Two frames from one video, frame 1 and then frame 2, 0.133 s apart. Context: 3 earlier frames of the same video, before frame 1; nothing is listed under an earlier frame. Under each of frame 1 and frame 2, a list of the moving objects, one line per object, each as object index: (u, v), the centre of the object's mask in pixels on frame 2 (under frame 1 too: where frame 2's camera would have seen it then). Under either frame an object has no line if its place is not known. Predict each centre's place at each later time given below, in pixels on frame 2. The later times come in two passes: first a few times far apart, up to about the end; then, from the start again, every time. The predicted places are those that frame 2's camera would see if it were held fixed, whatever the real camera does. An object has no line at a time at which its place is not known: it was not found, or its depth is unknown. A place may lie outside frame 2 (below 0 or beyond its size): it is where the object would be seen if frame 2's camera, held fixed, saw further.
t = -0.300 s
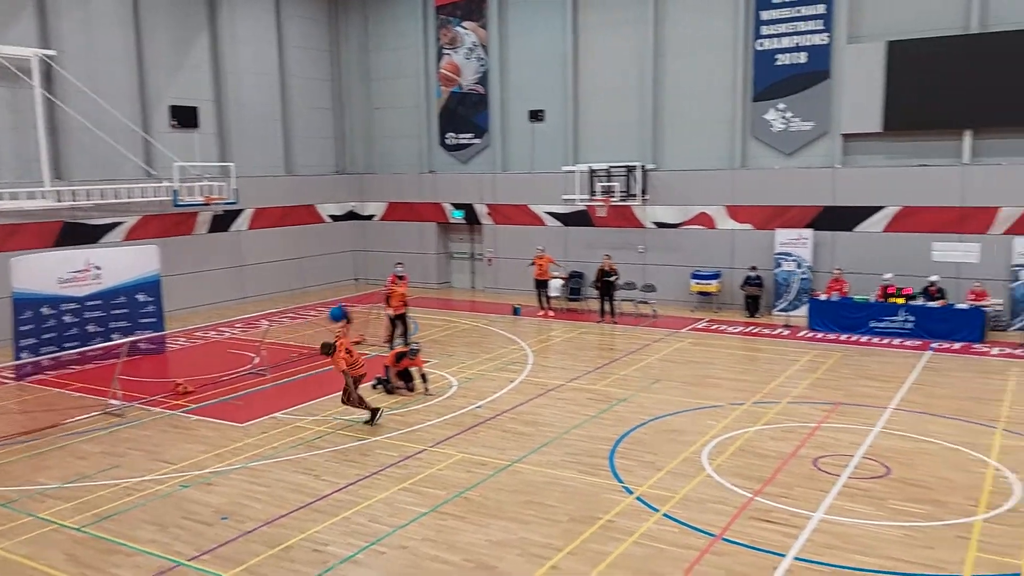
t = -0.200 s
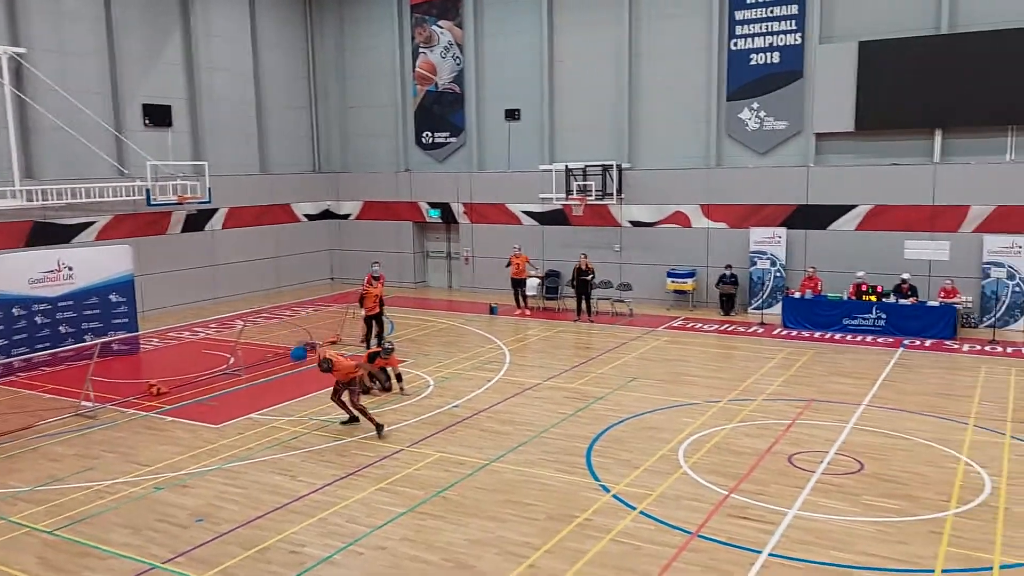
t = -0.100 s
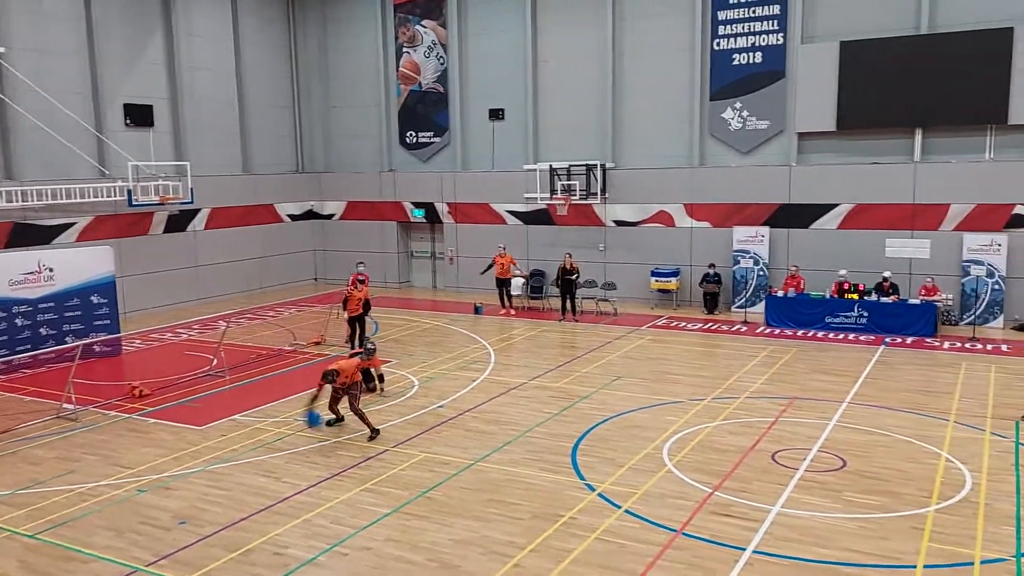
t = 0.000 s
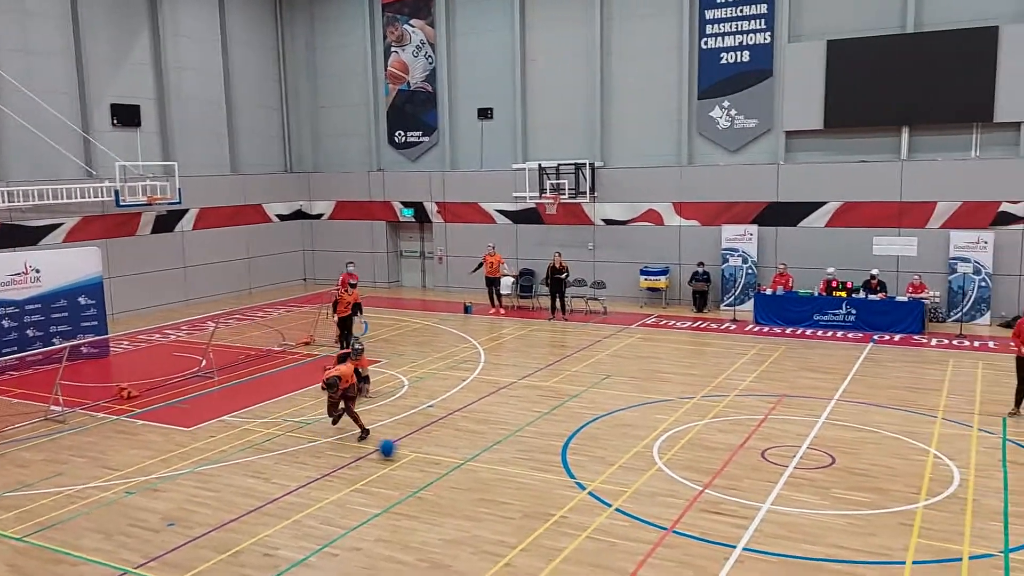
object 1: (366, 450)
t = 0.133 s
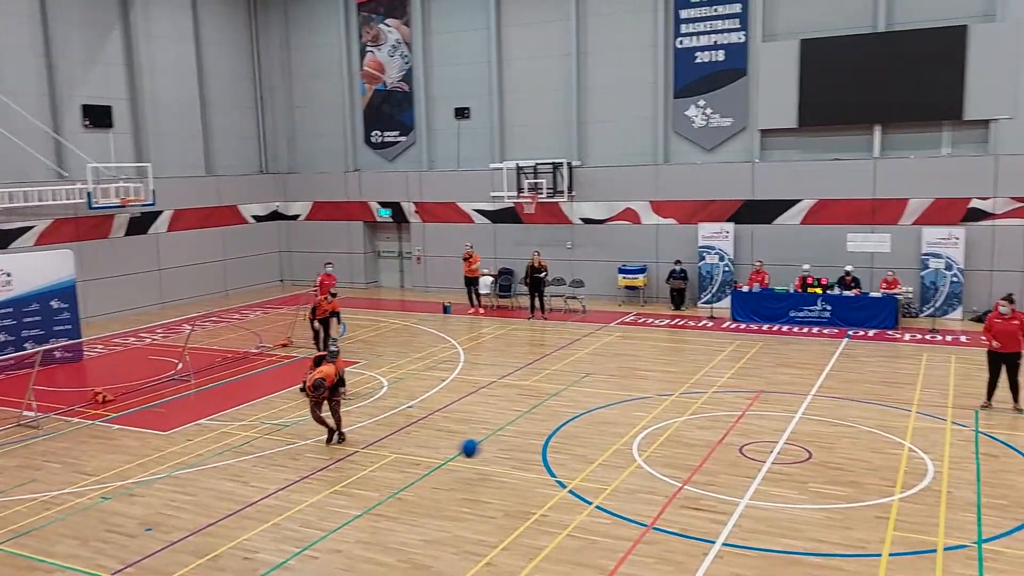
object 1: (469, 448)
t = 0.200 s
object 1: (525, 453)
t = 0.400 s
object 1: (716, 499)
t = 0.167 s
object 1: (497, 450)
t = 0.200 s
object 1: (525, 453)
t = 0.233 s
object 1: (555, 458)
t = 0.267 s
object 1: (584, 464)
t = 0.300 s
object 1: (615, 470)
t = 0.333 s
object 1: (647, 479)
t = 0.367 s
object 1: (681, 488)
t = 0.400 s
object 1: (716, 499)
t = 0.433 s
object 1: (751, 512)
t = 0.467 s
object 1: (783, 513)
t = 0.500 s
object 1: (816, 512)
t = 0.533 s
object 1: (851, 513)
